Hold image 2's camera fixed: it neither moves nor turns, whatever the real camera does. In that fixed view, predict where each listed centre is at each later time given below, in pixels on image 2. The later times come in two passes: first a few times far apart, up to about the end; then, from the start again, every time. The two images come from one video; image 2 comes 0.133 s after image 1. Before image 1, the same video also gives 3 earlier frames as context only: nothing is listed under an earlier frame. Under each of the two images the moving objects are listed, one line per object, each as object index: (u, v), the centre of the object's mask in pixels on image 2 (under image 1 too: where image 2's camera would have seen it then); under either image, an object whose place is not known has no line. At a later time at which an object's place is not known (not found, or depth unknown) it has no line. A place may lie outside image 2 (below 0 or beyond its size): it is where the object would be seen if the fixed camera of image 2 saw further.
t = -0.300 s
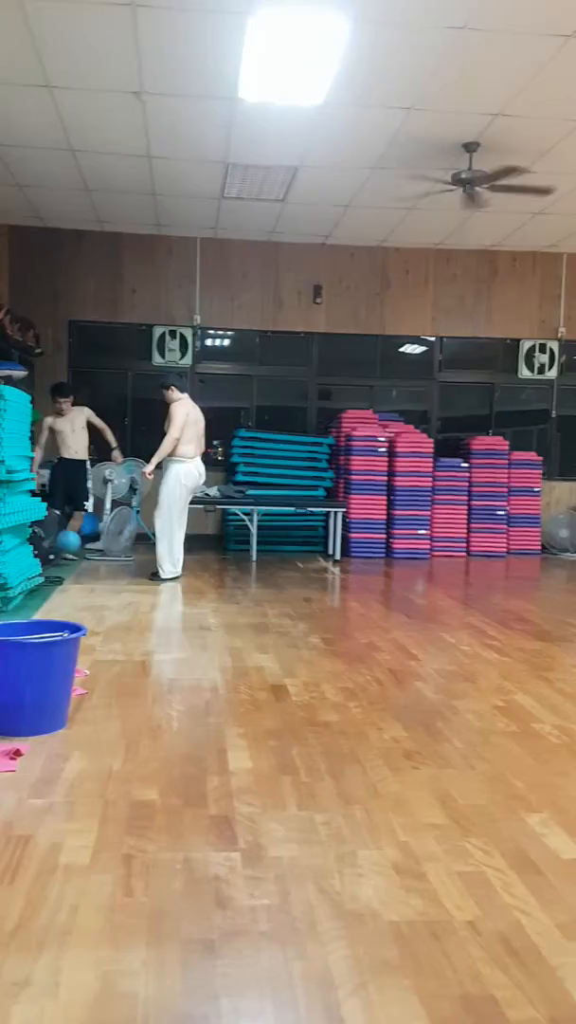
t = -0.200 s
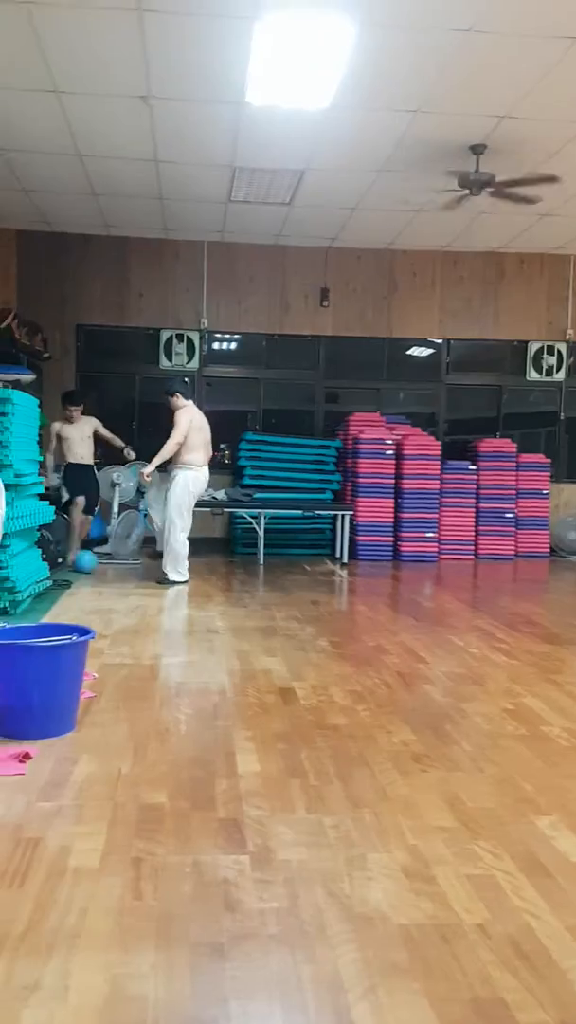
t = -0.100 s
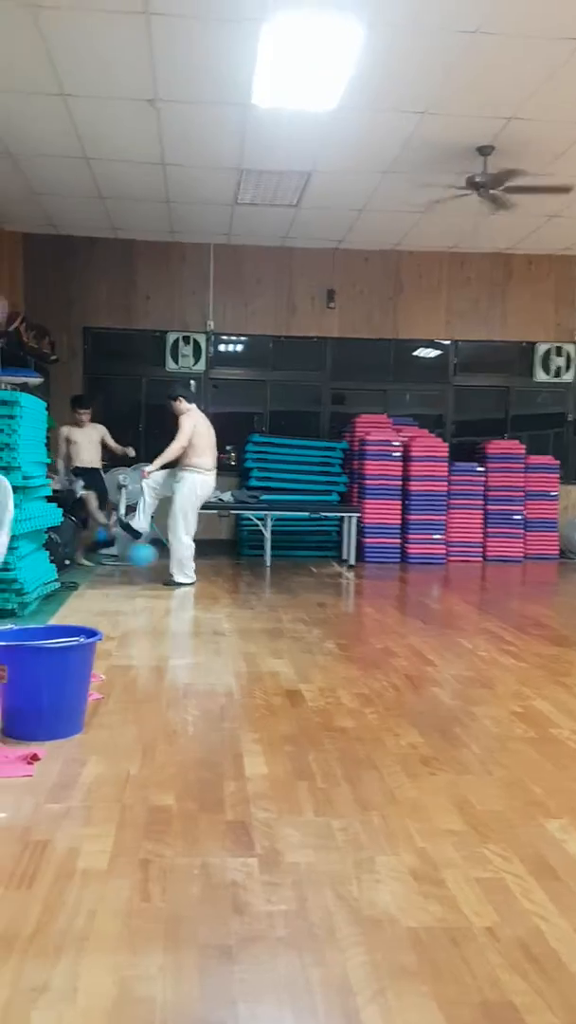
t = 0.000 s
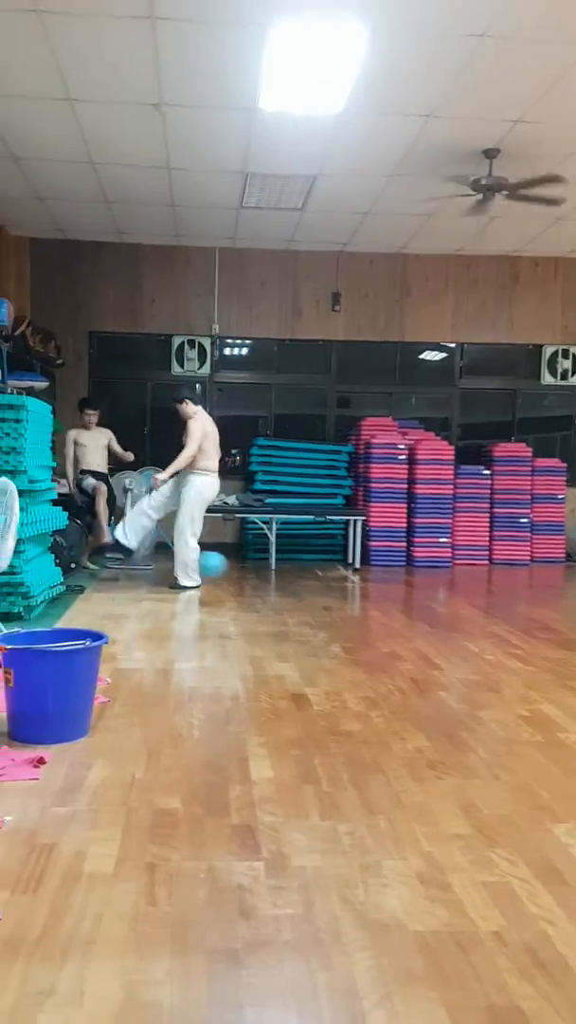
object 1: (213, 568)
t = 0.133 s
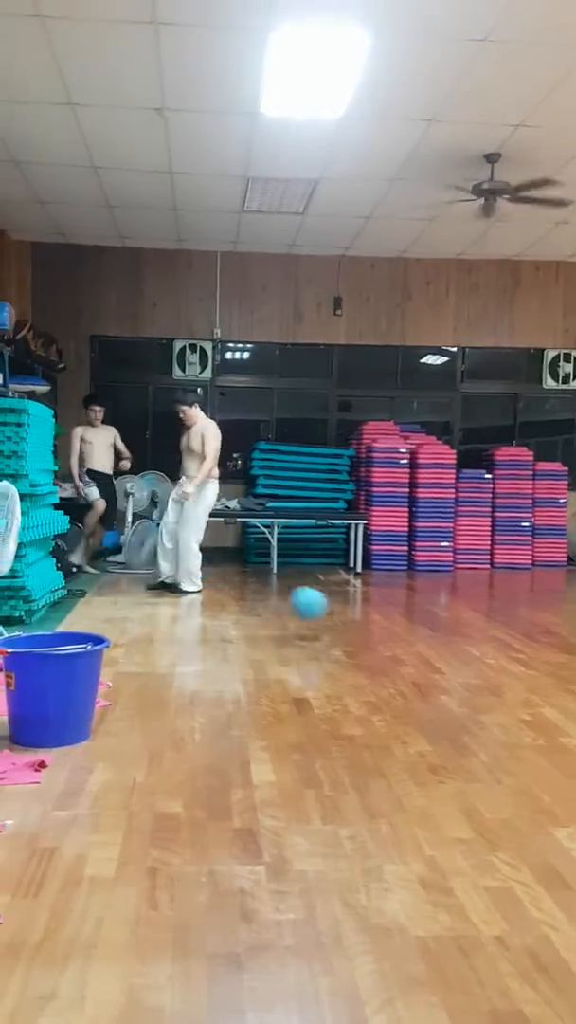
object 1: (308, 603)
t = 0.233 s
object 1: (394, 646)
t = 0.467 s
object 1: (621, 644)
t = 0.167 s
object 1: (336, 618)
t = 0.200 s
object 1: (366, 637)
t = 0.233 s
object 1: (394, 646)
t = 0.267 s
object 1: (420, 636)
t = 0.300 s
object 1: (450, 631)
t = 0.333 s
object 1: (478, 629)
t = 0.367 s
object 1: (510, 627)
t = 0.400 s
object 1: (547, 629)
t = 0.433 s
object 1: (582, 637)
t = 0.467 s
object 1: (621, 644)
